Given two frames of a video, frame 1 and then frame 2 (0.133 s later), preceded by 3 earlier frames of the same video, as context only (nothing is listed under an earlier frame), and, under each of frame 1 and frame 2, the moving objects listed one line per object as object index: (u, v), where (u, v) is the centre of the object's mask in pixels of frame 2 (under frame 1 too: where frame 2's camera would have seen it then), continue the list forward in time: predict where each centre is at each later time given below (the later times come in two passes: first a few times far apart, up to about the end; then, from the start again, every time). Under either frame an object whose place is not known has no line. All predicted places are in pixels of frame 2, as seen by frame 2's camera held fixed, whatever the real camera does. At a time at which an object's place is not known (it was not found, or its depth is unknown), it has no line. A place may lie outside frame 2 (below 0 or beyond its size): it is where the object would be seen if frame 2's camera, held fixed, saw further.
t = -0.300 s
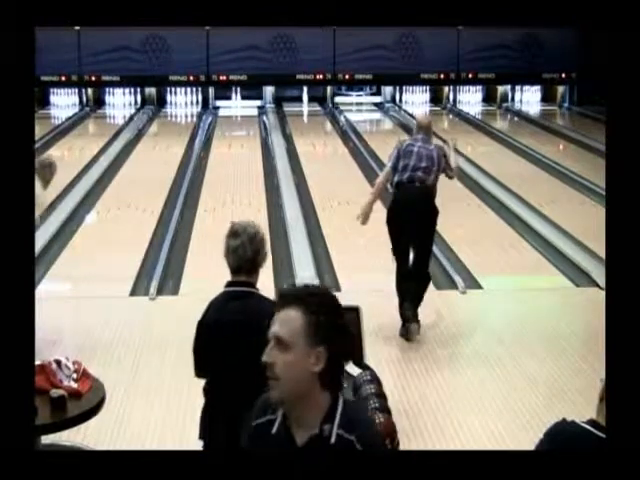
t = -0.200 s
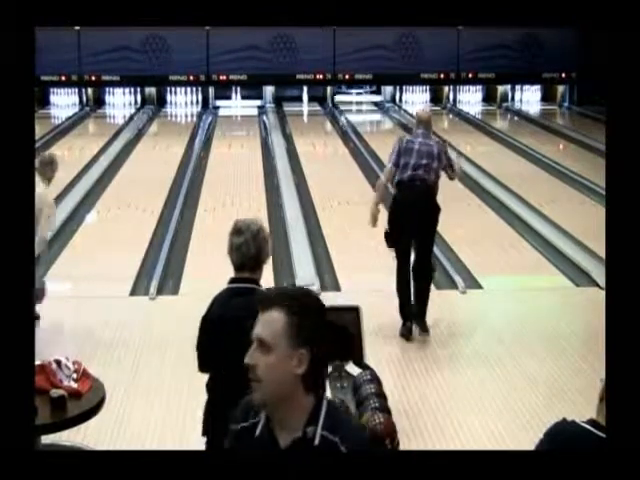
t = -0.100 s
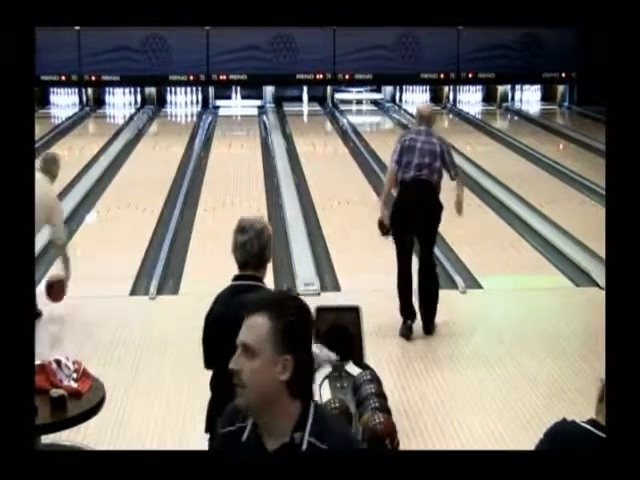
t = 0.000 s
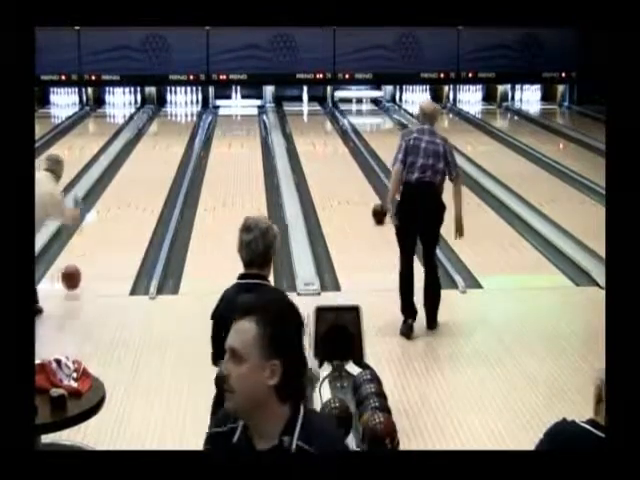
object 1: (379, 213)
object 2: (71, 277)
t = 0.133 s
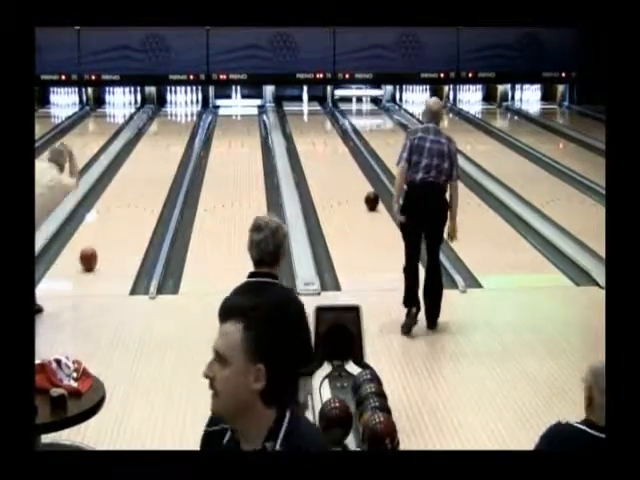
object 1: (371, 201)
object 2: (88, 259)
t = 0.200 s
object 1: (368, 196)
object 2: (95, 248)
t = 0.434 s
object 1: (357, 178)
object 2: (117, 218)
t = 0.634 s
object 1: (349, 166)
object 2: (132, 197)
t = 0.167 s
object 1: (370, 198)
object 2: (92, 254)
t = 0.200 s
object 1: (368, 196)
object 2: (95, 248)
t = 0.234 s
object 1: (366, 193)
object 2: (99, 243)
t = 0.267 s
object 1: (365, 190)
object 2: (102, 239)
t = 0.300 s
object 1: (363, 188)
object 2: (106, 234)
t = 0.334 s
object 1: (362, 185)
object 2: (109, 230)
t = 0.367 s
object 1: (360, 183)
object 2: (112, 226)
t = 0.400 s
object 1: (359, 180)
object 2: (115, 222)
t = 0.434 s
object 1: (357, 178)
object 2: (117, 218)
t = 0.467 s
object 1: (356, 176)
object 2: (120, 214)
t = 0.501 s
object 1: (355, 174)
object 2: (123, 211)
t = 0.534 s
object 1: (353, 172)
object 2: (125, 207)
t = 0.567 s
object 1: (352, 170)
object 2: (128, 204)
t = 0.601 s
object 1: (351, 168)
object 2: (130, 201)
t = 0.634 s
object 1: (349, 166)
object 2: (132, 197)
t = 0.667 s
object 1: (348, 164)
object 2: (135, 194)
